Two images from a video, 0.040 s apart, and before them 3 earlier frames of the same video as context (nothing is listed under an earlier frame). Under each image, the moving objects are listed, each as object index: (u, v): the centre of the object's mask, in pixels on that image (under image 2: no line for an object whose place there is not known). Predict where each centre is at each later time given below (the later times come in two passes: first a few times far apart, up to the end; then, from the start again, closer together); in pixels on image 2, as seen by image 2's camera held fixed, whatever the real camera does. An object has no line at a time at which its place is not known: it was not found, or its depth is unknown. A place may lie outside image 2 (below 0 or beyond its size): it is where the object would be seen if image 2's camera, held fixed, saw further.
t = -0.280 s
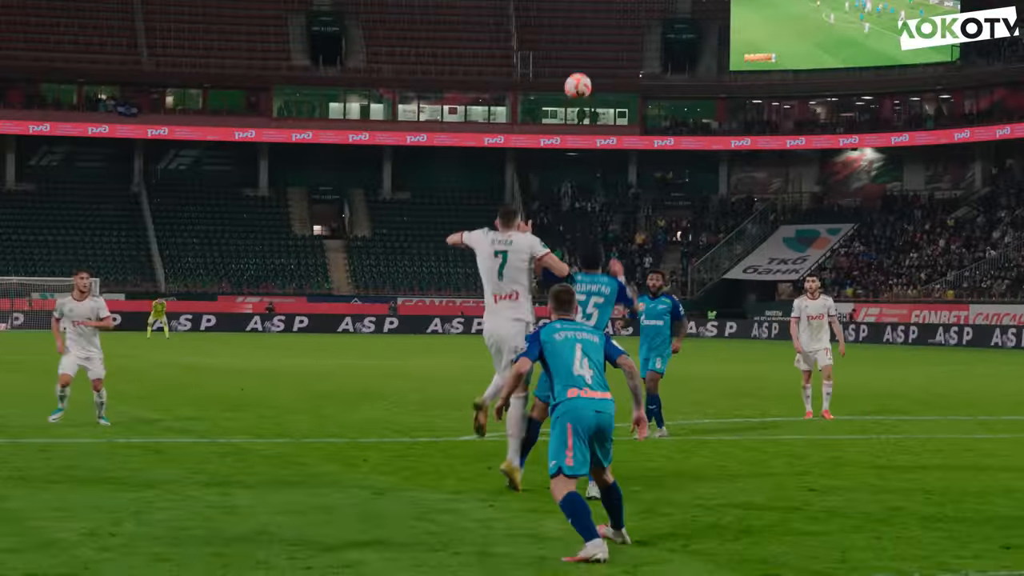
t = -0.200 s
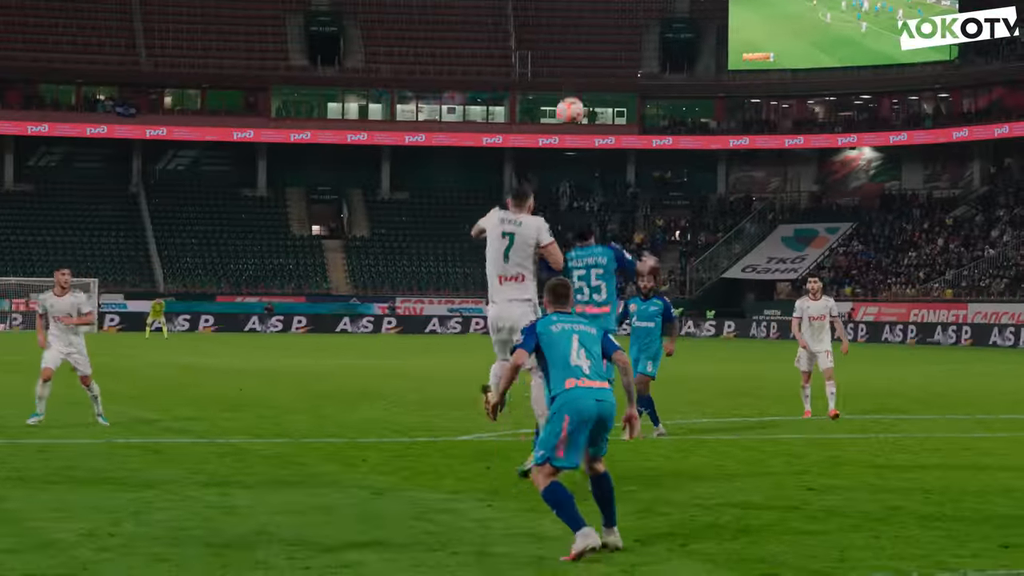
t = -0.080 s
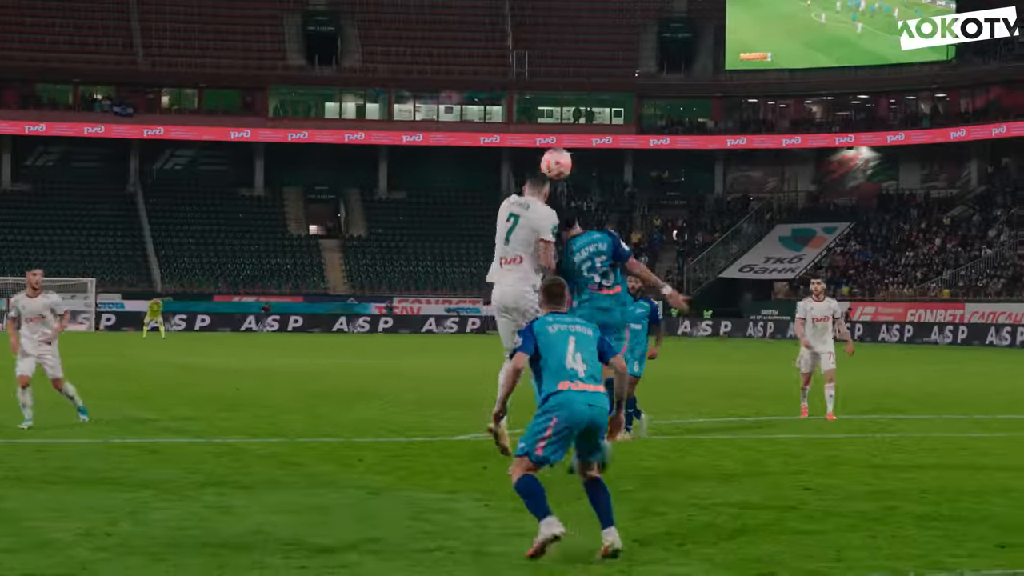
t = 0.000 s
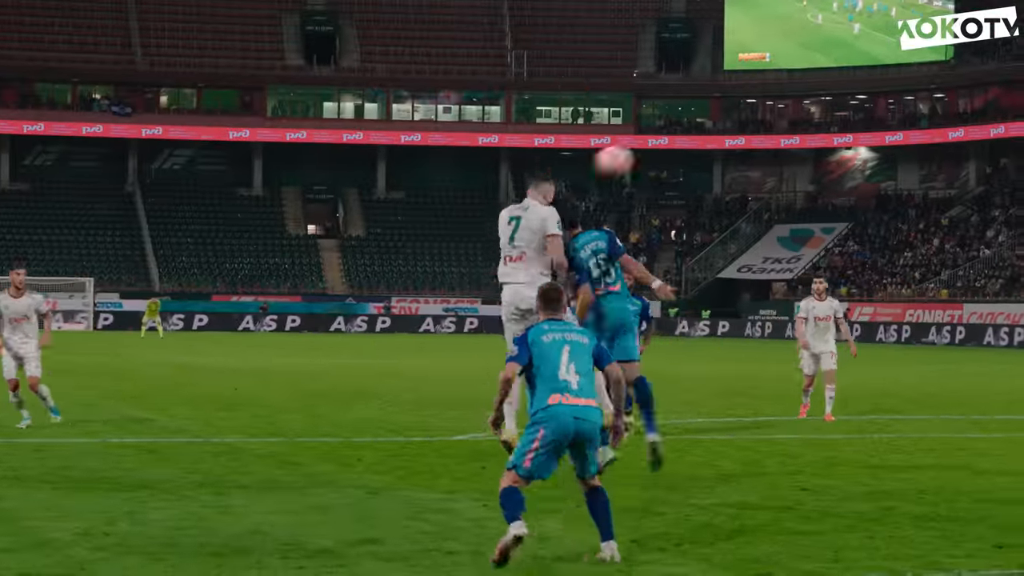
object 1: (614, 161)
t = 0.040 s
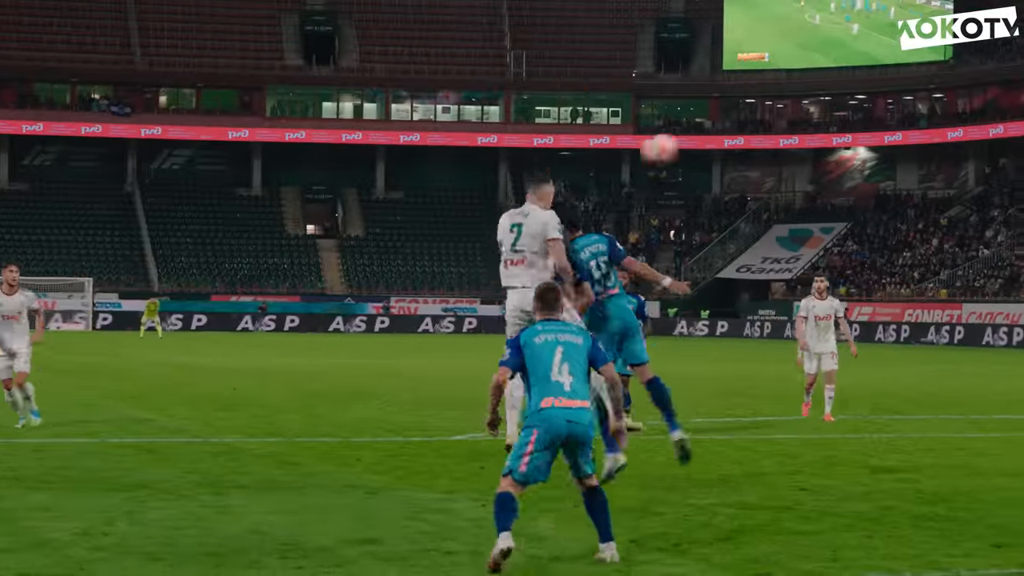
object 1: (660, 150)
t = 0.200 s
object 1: (839, 125)
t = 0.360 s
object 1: (1014, 137)
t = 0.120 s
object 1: (751, 132)
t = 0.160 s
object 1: (795, 128)
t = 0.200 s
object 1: (839, 125)
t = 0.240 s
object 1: (884, 125)
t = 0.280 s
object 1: (927, 126)
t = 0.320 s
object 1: (970, 129)
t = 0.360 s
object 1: (1014, 137)
